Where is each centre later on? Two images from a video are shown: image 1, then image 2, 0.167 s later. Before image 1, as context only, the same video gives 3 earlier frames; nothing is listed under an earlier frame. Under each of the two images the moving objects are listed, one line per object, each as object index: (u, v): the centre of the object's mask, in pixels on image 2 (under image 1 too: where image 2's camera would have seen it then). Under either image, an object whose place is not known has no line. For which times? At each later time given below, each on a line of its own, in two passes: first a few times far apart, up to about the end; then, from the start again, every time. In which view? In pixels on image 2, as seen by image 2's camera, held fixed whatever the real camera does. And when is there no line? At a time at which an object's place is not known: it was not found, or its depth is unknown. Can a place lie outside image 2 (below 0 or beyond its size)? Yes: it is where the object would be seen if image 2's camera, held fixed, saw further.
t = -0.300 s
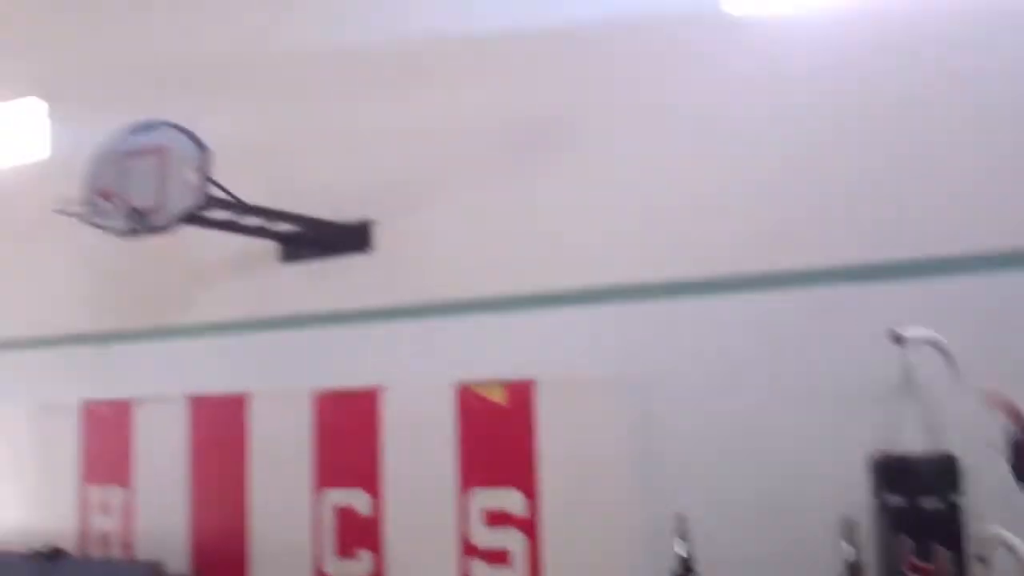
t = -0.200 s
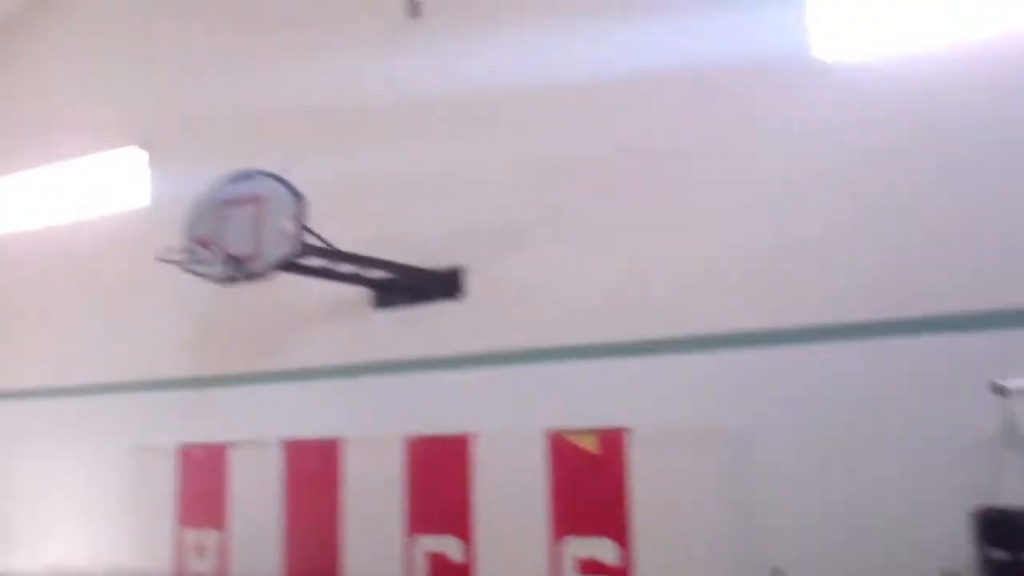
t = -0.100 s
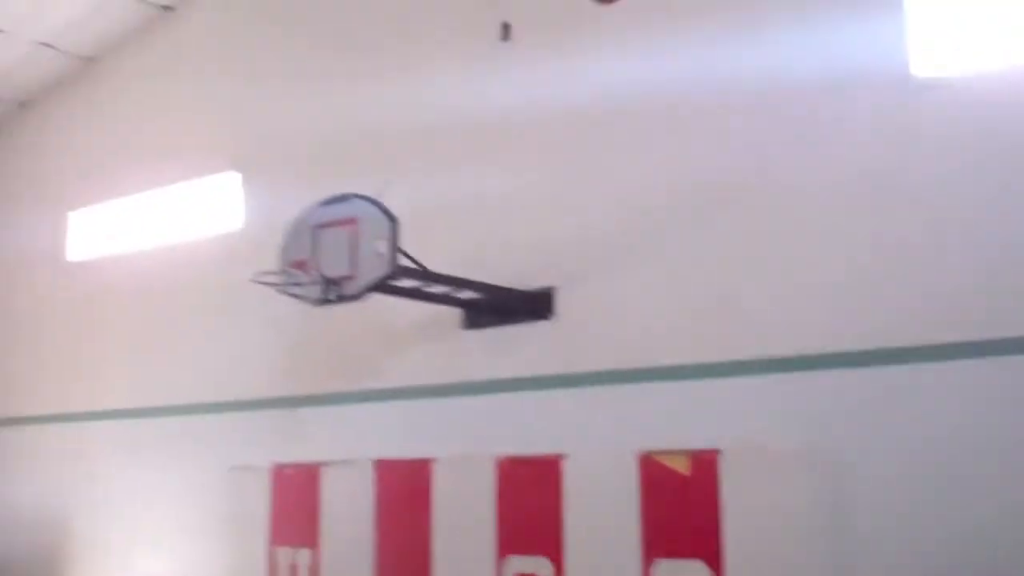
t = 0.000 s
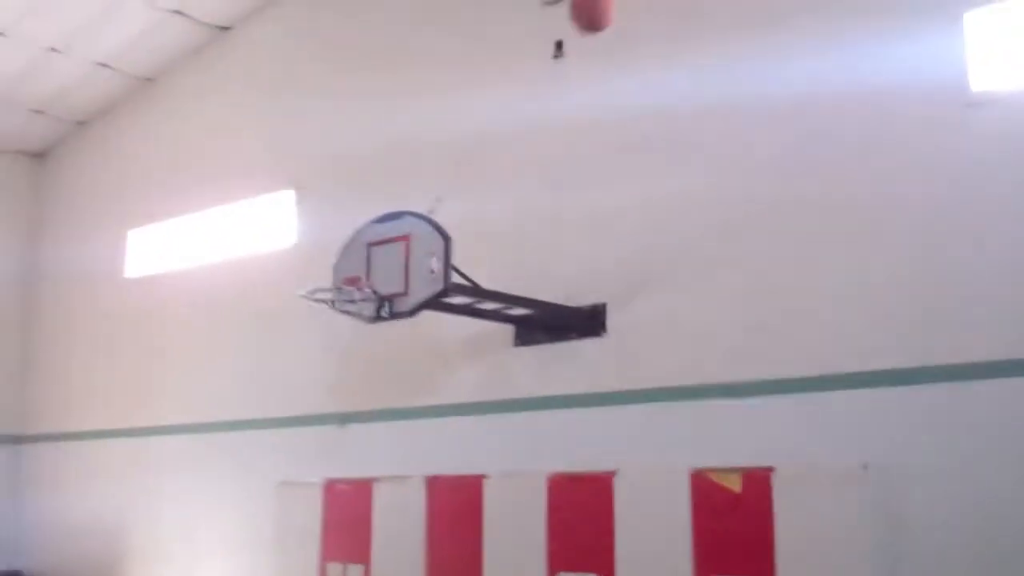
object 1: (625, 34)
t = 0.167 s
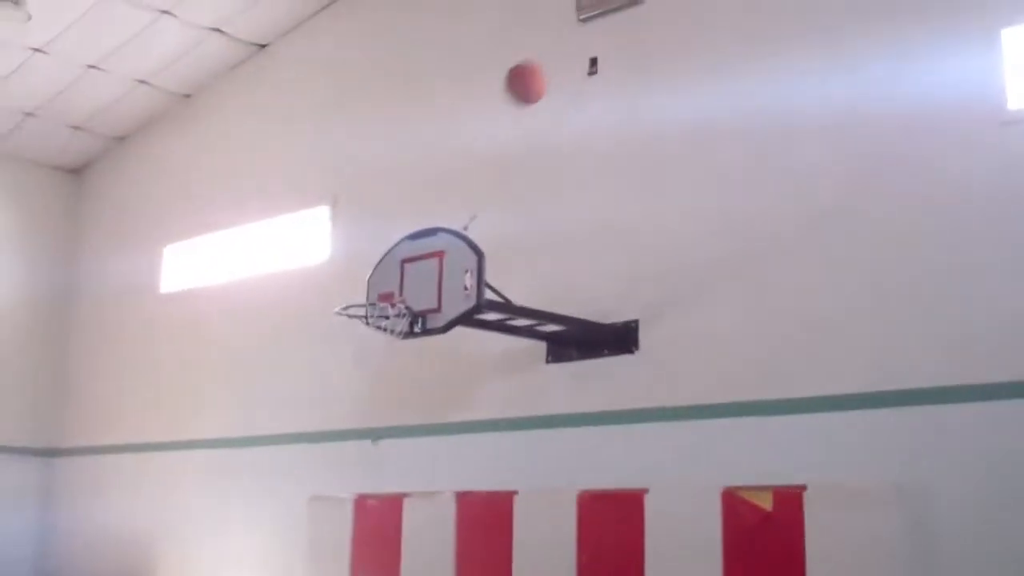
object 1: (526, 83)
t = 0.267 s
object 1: (470, 137)
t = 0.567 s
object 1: (313, 373)
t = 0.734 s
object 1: (230, 554)
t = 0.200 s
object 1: (506, 100)
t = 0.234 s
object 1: (488, 119)
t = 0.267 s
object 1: (470, 137)
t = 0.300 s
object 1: (452, 158)
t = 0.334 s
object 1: (435, 179)
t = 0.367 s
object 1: (417, 202)
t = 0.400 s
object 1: (399, 226)
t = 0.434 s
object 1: (381, 254)
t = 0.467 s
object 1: (364, 281)
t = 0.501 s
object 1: (346, 311)
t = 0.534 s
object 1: (330, 340)
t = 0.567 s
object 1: (313, 373)
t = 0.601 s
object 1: (296, 406)
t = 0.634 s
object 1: (280, 441)
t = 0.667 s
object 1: (263, 476)
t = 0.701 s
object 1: (246, 514)
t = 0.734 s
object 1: (230, 554)
